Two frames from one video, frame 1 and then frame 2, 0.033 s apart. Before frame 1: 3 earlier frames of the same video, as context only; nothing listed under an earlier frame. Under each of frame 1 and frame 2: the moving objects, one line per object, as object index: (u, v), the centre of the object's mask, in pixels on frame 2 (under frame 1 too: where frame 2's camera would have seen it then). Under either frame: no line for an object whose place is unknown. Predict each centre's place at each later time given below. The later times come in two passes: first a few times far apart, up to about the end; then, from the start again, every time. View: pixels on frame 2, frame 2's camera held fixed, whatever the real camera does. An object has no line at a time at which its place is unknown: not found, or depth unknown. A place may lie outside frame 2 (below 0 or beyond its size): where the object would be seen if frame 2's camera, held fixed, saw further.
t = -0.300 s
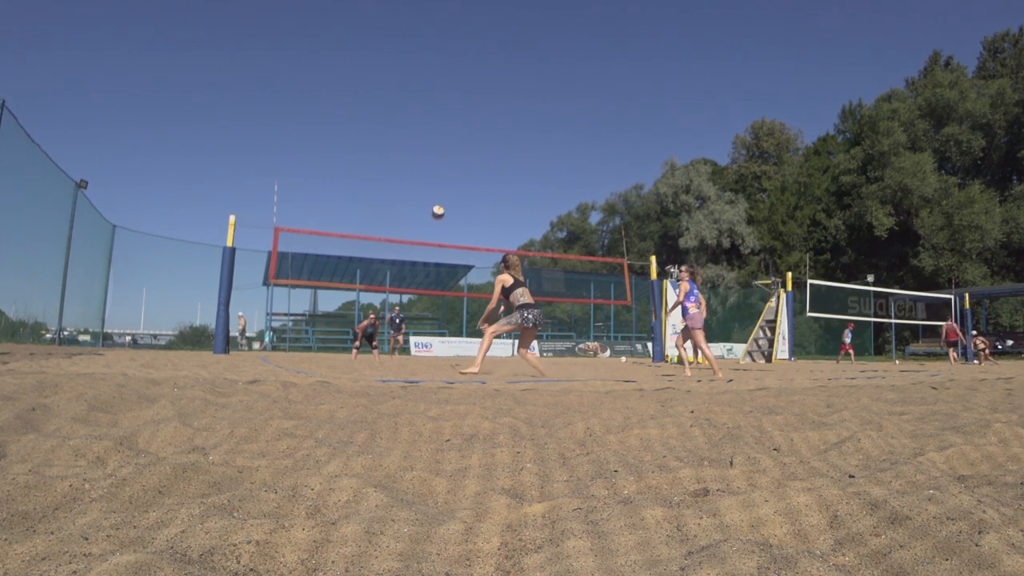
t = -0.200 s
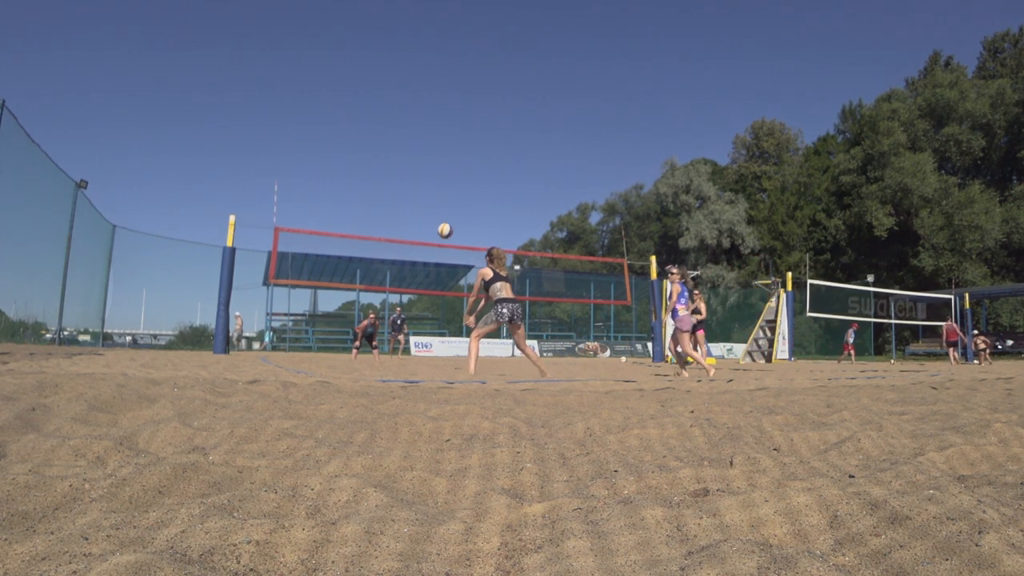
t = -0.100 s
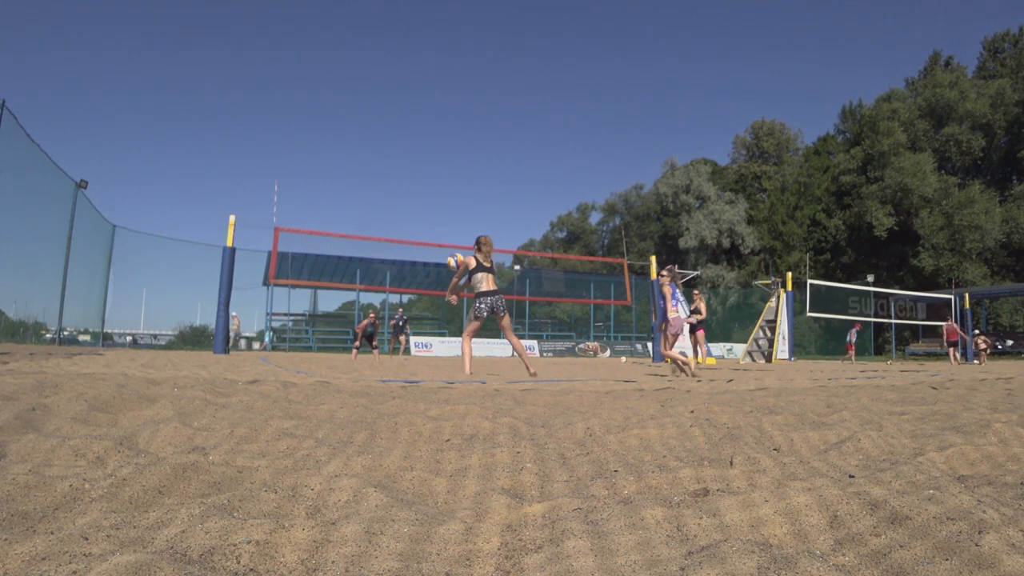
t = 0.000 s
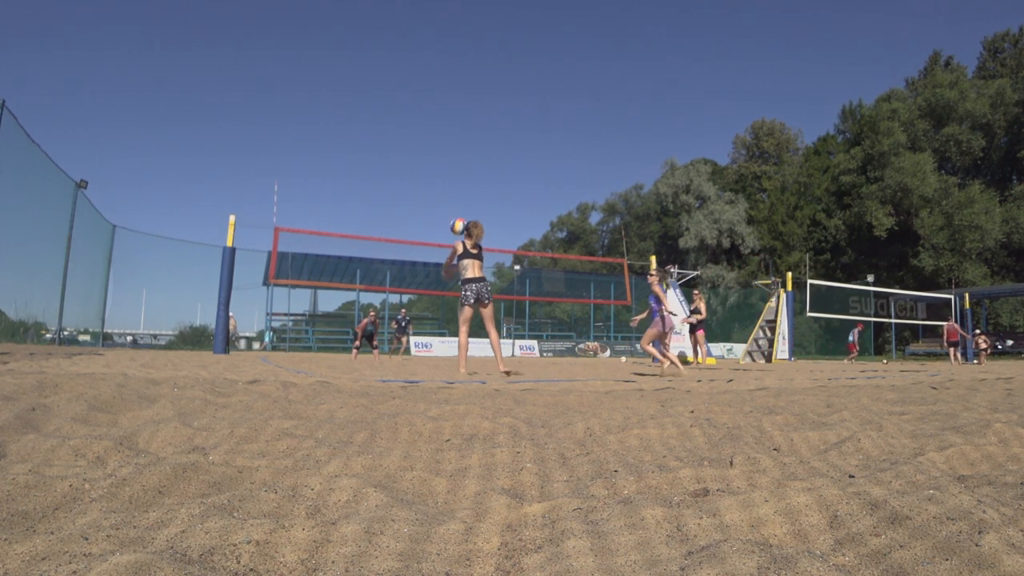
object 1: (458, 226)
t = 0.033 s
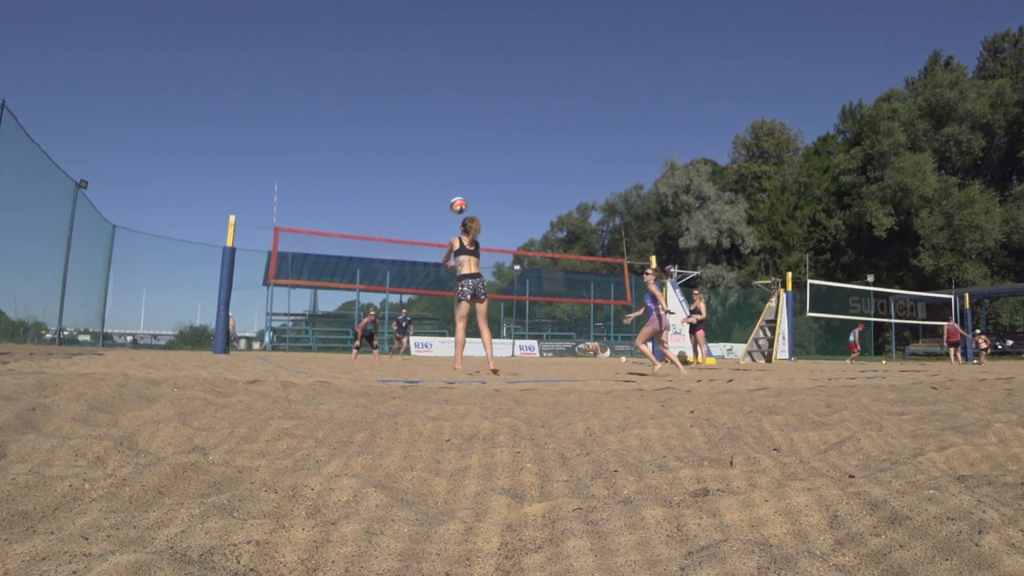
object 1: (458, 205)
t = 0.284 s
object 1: (458, 92)
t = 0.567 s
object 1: (461, 34)
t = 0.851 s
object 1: (465, 26)
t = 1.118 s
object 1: (468, 53)
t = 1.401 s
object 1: (472, 115)
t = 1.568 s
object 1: (474, 167)
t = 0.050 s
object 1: (458, 195)
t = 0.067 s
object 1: (458, 186)
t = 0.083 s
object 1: (458, 176)
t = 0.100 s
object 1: (458, 168)
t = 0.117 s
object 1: (458, 159)
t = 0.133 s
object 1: (458, 152)
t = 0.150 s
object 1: (458, 144)
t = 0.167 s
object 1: (458, 137)
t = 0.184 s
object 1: (458, 129)
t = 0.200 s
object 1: (458, 122)
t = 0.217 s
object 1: (458, 115)
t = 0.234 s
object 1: (458, 109)
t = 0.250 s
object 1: (457, 103)
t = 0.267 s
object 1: (458, 97)
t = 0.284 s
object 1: (458, 92)
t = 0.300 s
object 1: (458, 87)
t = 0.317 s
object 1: (458, 82)
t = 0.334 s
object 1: (459, 77)
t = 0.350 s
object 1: (459, 73)
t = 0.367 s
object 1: (459, 68)
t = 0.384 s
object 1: (459, 65)
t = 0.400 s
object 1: (459, 62)
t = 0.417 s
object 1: (460, 58)
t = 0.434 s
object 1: (460, 54)
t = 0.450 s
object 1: (460, 52)
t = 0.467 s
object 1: (460, 48)
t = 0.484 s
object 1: (460, 45)
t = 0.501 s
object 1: (460, 43)
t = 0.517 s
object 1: (460, 40)
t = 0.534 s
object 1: (461, 38)
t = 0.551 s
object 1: (461, 36)
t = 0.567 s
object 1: (461, 34)
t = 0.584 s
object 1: (461, 33)
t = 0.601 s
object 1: (462, 31)
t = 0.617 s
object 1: (462, 29)
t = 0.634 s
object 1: (462, 28)
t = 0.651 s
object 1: (462, 28)
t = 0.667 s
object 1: (462, 27)
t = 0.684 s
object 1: (462, 26)
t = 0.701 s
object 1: (463, 25)
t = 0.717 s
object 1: (463, 25)
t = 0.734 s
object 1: (463, 25)
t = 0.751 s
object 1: (463, 24)
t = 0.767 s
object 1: (463, 25)
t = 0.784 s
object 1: (463, 25)
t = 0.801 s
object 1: (464, 25)
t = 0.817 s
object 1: (464, 25)
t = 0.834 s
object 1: (464, 25)
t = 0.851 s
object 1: (465, 26)
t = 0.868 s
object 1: (465, 27)
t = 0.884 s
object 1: (465, 28)
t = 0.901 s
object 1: (465, 29)
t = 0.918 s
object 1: (465, 31)
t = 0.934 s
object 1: (466, 32)
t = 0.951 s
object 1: (466, 33)
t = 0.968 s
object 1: (466, 35)
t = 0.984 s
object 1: (466, 36)
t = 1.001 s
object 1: (467, 38)
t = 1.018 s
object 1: (467, 40)
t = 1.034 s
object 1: (467, 42)
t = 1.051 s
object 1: (467, 44)
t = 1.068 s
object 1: (467, 46)
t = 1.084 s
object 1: (468, 48)
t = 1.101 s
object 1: (468, 51)
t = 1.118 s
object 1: (468, 53)
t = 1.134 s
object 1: (468, 56)
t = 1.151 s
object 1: (469, 59)
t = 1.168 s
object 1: (468, 62)
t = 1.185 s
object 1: (468, 65)
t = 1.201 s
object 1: (469, 68)
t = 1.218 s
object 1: (470, 71)
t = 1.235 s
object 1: (470, 75)
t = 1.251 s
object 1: (469, 78)
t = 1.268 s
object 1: (470, 82)
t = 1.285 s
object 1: (470, 86)
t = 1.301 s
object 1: (470, 89)
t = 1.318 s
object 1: (470, 93)
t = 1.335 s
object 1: (470, 97)
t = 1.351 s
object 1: (471, 102)
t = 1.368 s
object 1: (471, 106)
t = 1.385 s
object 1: (471, 110)
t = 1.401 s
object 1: (472, 115)
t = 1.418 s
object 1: (472, 120)
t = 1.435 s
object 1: (472, 125)
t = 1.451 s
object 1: (472, 130)
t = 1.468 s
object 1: (473, 135)
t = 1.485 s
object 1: (473, 140)
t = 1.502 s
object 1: (473, 145)
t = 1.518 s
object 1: (473, 151)
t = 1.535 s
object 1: (473, 156)
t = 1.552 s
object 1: (474, 162)
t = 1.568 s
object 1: (474, 167)
